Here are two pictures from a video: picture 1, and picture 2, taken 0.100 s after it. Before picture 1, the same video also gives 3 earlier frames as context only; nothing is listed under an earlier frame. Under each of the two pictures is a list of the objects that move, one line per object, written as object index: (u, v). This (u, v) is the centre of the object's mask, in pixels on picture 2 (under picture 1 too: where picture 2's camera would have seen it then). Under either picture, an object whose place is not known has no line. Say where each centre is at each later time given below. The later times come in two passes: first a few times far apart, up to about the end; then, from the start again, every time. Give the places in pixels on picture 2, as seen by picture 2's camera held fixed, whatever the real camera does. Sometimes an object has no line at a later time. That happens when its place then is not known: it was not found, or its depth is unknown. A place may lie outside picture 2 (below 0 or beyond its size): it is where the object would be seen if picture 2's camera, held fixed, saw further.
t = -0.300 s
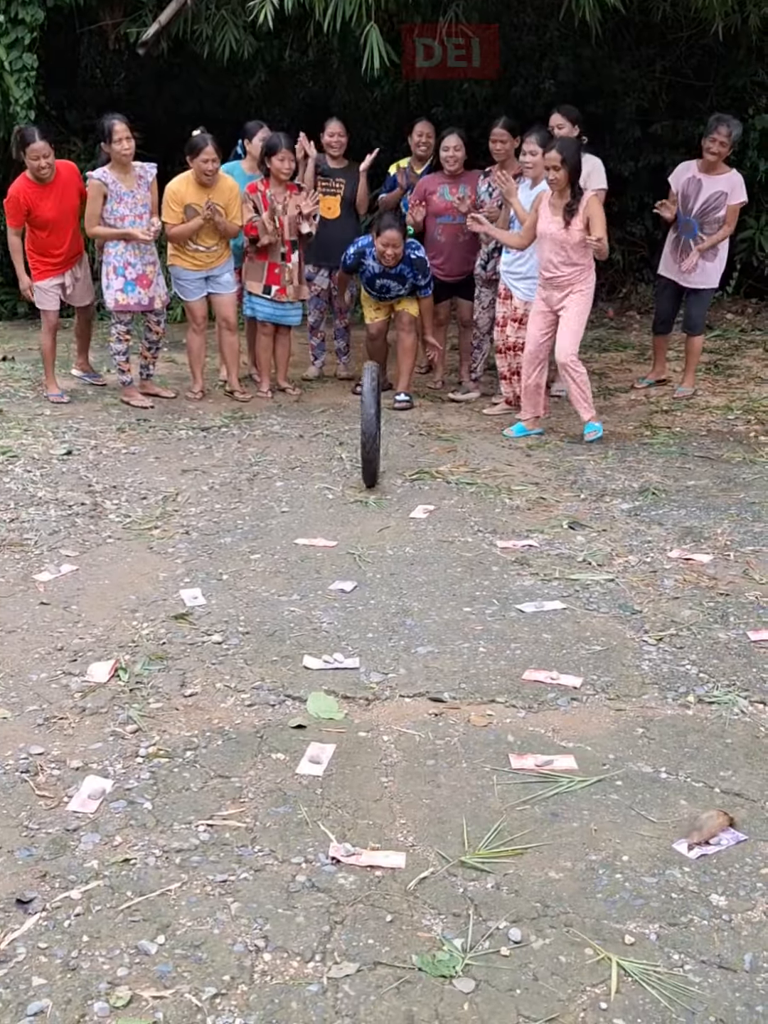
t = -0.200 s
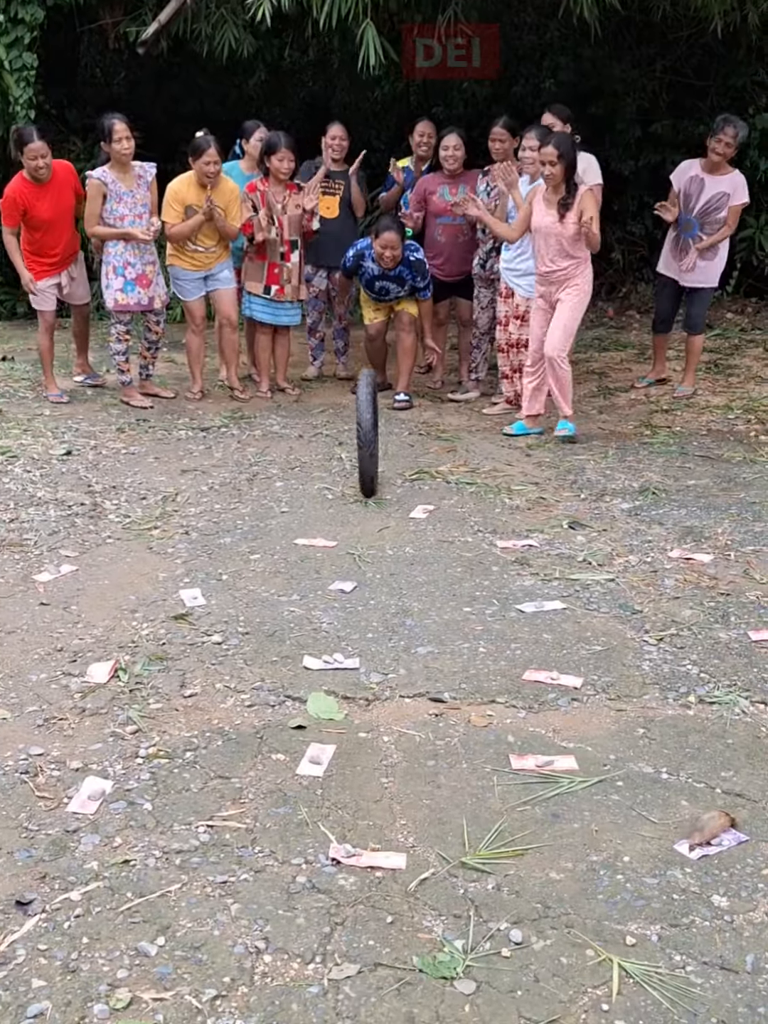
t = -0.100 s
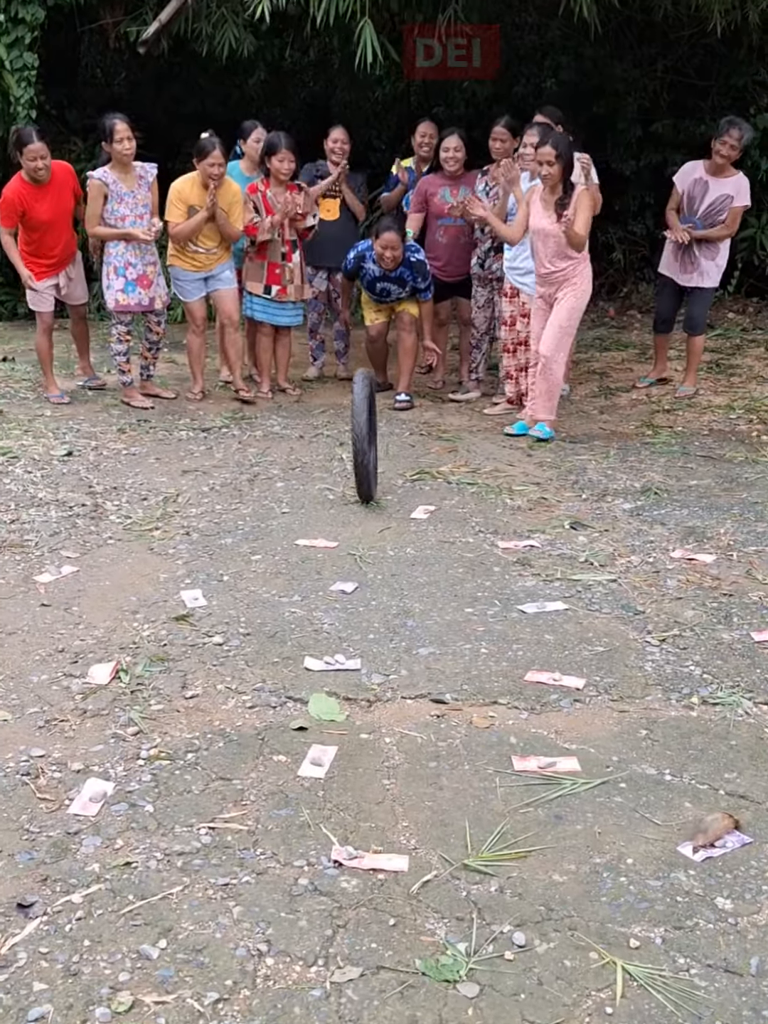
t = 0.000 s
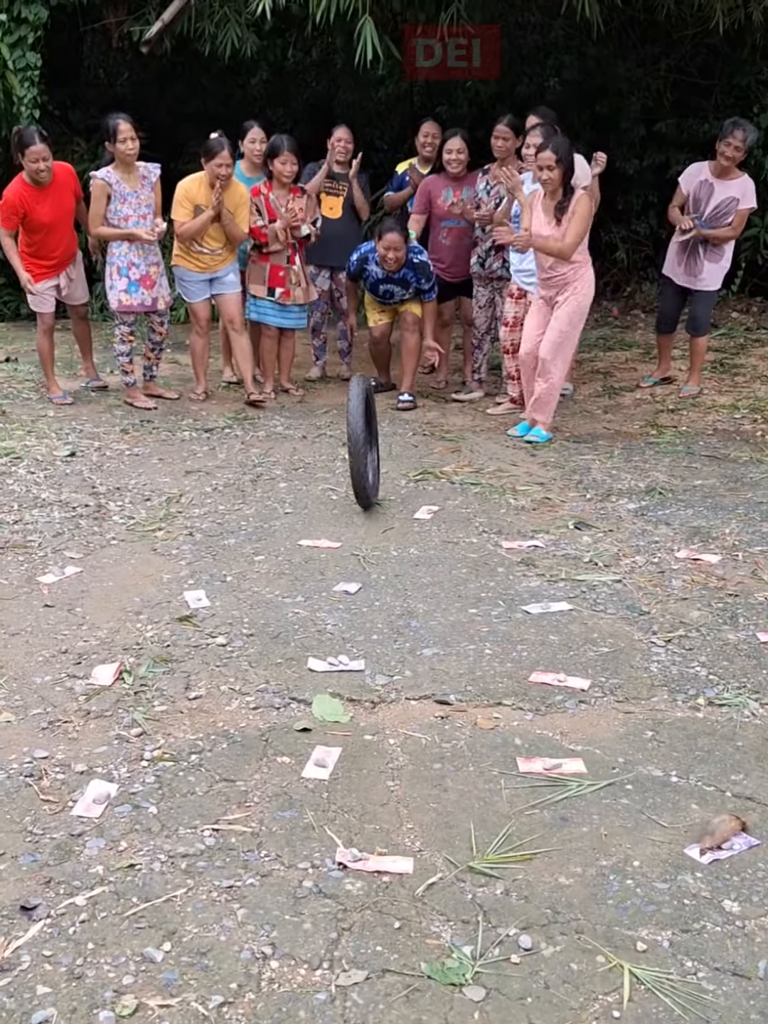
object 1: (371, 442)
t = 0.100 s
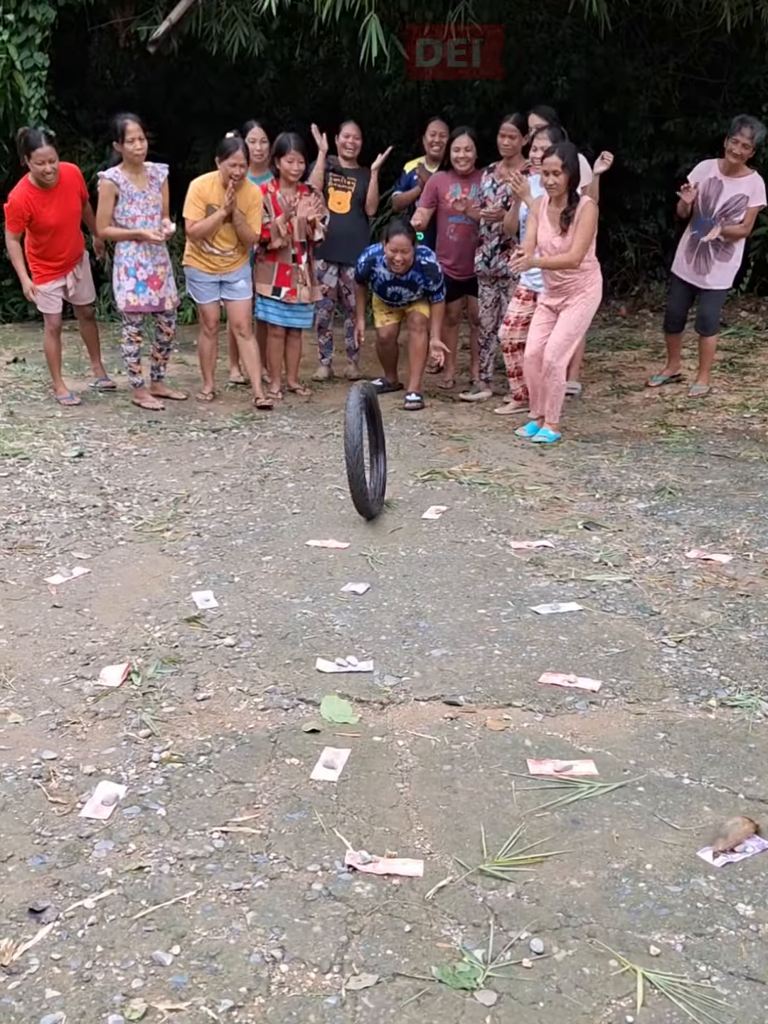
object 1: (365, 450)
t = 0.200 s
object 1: (357, 460)
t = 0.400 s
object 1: (336, 475)
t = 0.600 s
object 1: (308, 491)
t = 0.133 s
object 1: (363, 454)
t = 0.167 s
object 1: (360, 457)
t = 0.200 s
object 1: (357, 460)
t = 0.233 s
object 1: (355, 464)
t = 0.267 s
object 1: (352, 466)
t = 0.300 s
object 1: (348, 469)
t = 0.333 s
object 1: (344, 472)
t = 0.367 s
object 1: (341, 474)
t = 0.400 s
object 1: (336, 475)
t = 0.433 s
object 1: (332, 479)
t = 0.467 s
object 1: (328, 481)
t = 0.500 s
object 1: (323, 483)
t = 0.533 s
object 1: (318, 486)
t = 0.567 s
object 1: (313, 488)
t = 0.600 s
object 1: (308, 491)
